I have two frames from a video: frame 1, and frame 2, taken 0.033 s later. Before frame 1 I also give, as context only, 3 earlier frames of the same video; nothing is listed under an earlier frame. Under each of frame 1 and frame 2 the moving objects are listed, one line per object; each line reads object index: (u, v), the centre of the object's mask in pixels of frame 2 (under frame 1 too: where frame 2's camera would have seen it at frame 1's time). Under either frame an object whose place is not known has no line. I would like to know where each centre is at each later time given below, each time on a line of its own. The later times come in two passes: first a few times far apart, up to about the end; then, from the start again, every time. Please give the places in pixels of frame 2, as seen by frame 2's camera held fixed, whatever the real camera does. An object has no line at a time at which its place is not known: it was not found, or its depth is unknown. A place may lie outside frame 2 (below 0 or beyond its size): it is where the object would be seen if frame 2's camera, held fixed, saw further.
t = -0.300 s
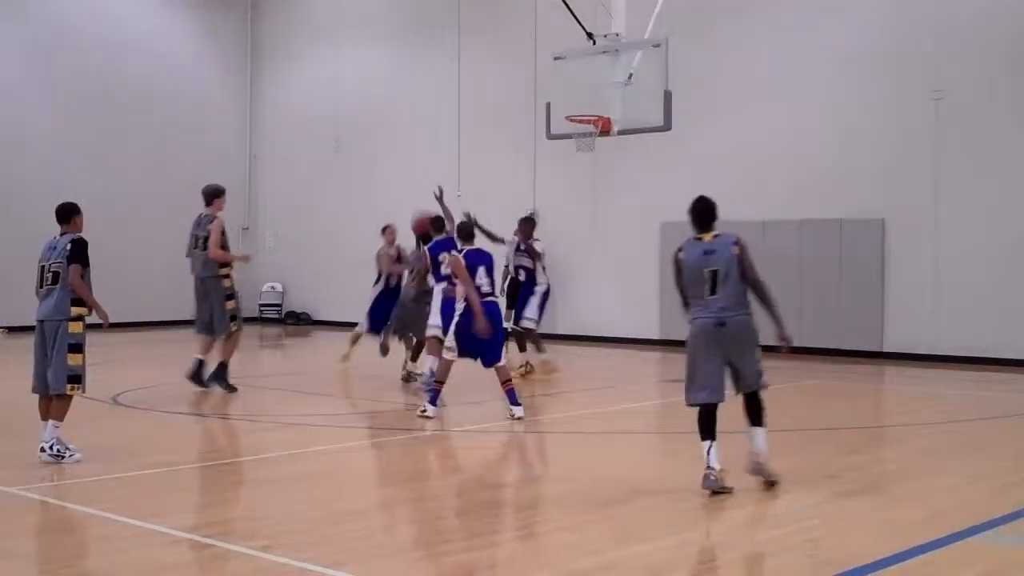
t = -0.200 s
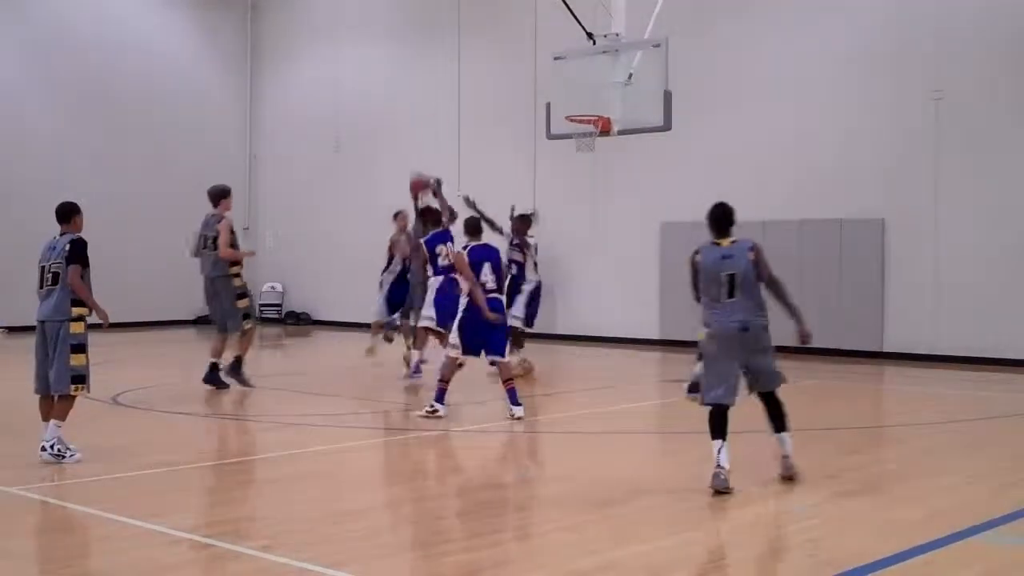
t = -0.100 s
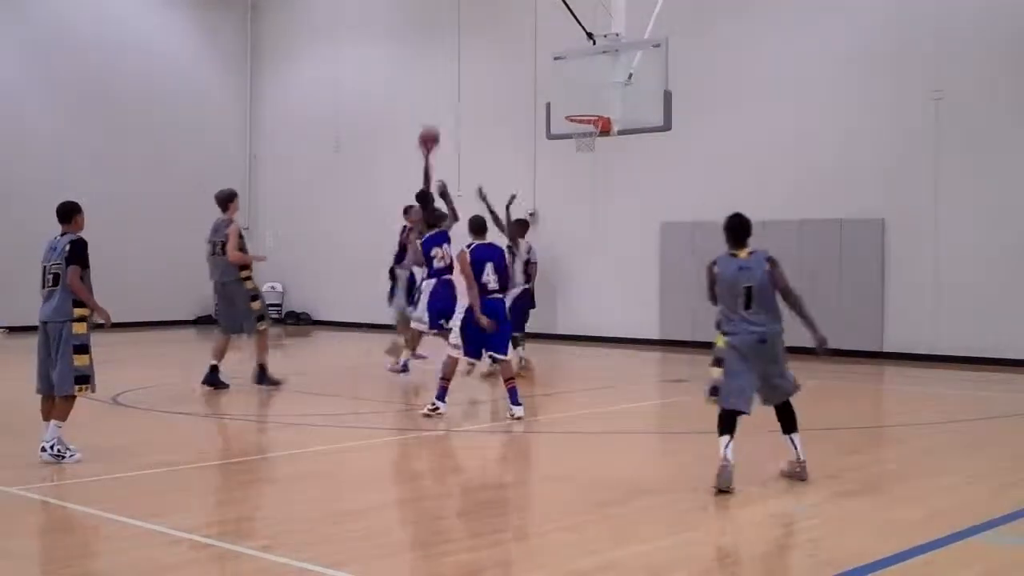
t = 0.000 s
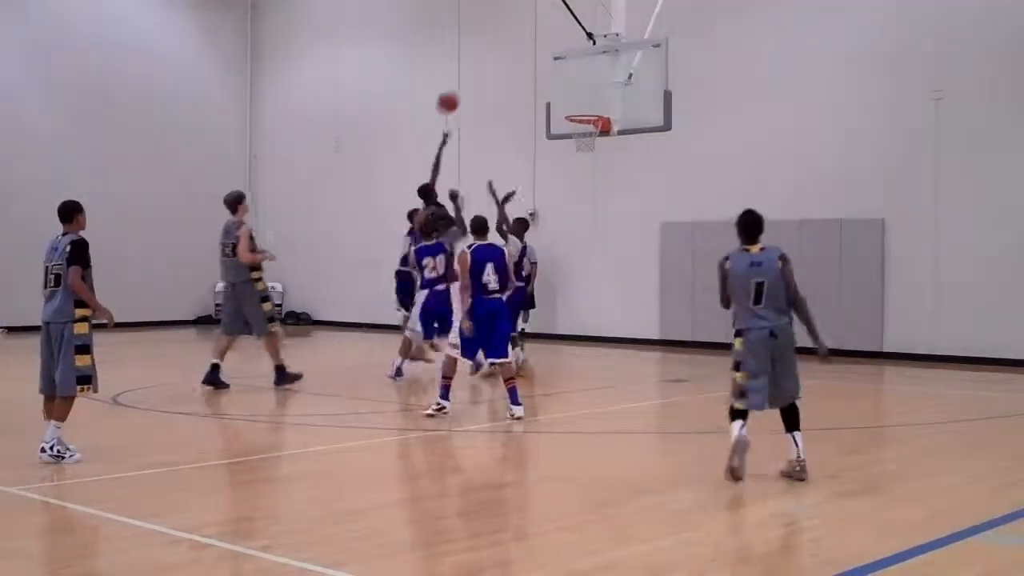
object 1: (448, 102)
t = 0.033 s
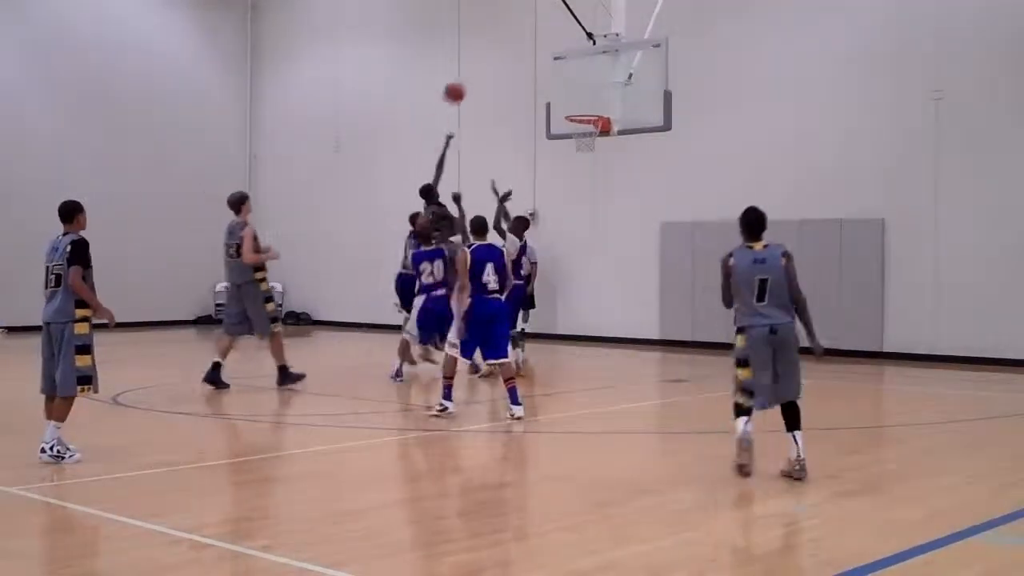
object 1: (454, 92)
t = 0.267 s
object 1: (497, 53)
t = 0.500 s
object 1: (537, 61)
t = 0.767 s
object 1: (575, 105)
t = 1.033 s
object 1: (591, 99)
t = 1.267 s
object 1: (600, 106)
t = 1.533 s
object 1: (605, 101)
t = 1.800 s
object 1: (611, 110)
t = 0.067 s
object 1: (460, 84)
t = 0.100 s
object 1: (467, 76)
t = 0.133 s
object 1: (473, 70)
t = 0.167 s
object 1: (479, 64)
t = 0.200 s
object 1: (485, 60)
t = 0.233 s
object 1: (491, 56)
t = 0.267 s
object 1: (497, 53)
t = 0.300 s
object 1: (503, 51)
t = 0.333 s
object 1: (509, 51)
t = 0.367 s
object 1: (514, 51)
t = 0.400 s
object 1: (521, 52)
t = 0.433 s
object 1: (526, 54)
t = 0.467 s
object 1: (532, 58)
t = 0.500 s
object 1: (537, 61)
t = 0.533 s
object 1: (543, 66)
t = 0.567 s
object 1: (548, 72)
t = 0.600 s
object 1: (554, 78)
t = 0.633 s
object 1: (559, 86)
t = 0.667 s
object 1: (564, 94)
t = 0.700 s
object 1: (569, 102)
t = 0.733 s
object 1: (573, 106)
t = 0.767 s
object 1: (575, 105)
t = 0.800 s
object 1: (578, 105)
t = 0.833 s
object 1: (580, 105)
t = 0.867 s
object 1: (583, 107)
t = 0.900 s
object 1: (585, 109)
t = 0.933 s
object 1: (587, 107)
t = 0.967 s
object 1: (589, 104)
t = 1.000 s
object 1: (590, 101)
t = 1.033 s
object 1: (591, 99)
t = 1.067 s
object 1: (592, 97)
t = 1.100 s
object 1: (593, 96)
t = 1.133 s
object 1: (595, 97)
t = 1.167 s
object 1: (596, 97)
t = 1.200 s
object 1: (598, 99)
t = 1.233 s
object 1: (599, 102)
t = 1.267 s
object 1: (600, 106)
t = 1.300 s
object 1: (601, 106)
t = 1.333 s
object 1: (602, 103)
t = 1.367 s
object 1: (602, 101)
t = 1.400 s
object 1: (603, 99)
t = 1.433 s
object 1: (604, 99)
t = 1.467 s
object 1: (604, 99)
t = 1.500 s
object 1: (605, 99)
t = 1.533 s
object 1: (605, 101)
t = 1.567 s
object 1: (606, 104)
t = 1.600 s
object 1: (608, 108)
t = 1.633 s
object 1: (608, 108)
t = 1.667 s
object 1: (608, 108)
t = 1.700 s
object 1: (608, 108)
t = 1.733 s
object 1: (608, 108)
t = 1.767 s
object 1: (609, 109)
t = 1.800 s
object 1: (611, 110)
